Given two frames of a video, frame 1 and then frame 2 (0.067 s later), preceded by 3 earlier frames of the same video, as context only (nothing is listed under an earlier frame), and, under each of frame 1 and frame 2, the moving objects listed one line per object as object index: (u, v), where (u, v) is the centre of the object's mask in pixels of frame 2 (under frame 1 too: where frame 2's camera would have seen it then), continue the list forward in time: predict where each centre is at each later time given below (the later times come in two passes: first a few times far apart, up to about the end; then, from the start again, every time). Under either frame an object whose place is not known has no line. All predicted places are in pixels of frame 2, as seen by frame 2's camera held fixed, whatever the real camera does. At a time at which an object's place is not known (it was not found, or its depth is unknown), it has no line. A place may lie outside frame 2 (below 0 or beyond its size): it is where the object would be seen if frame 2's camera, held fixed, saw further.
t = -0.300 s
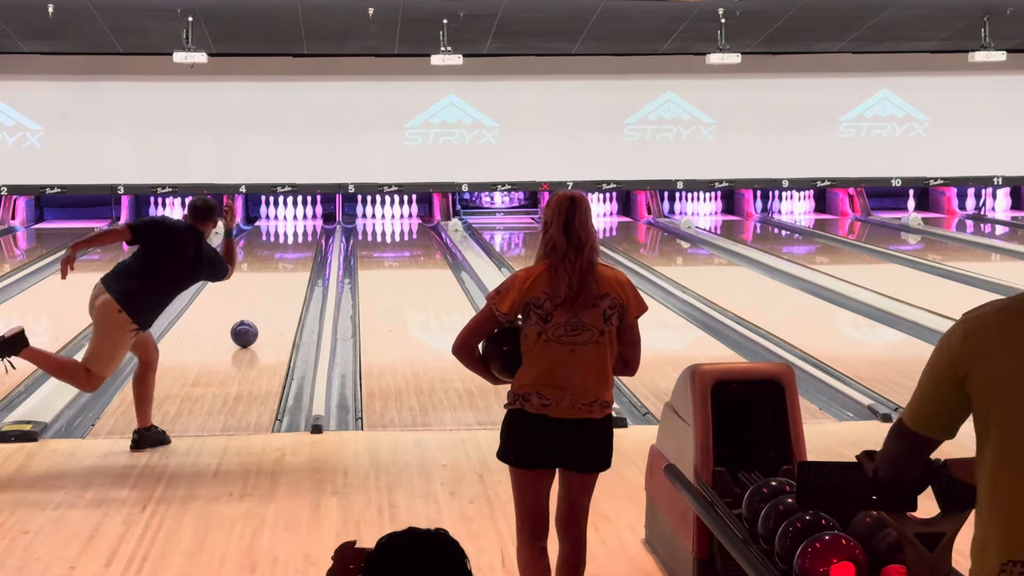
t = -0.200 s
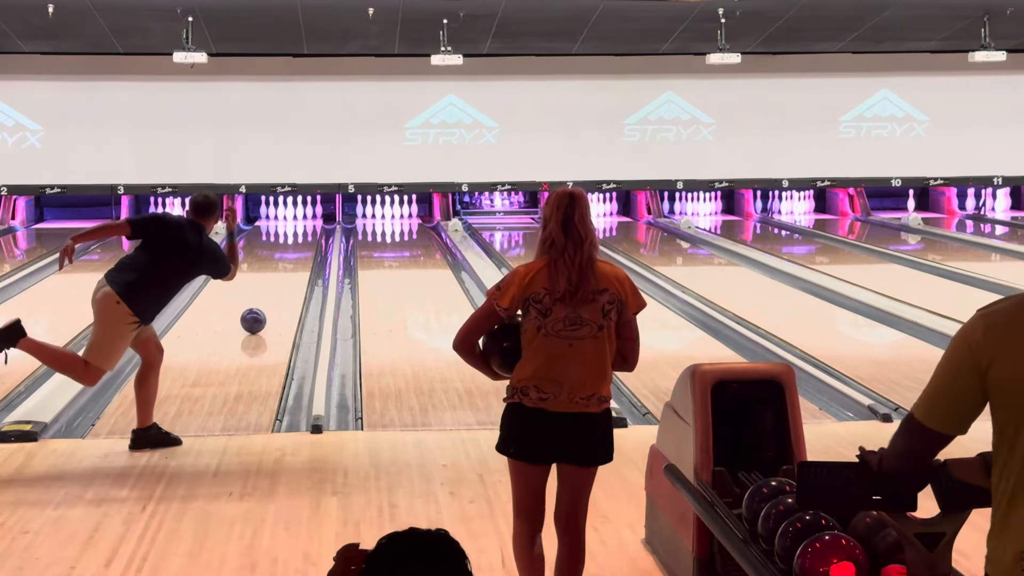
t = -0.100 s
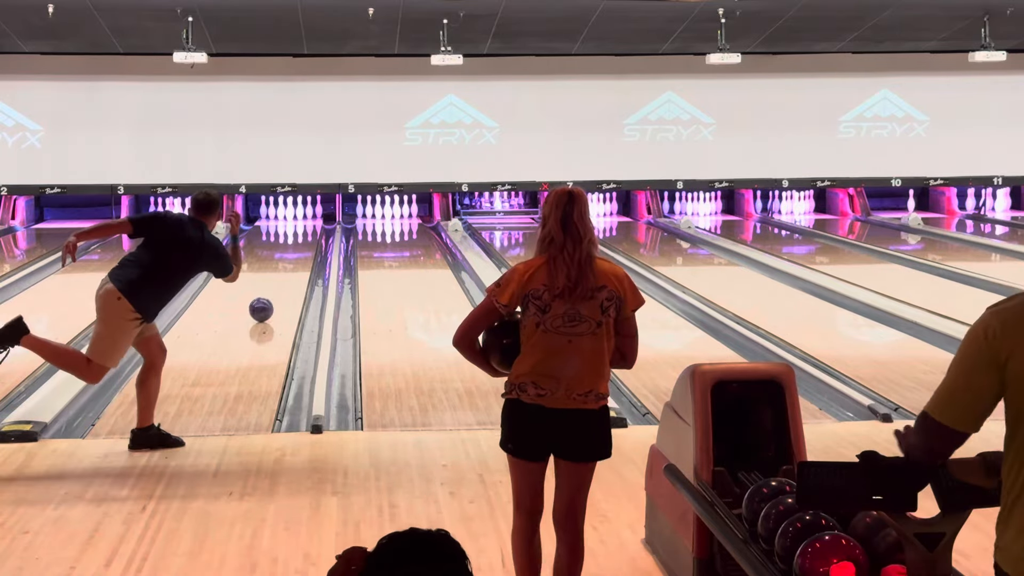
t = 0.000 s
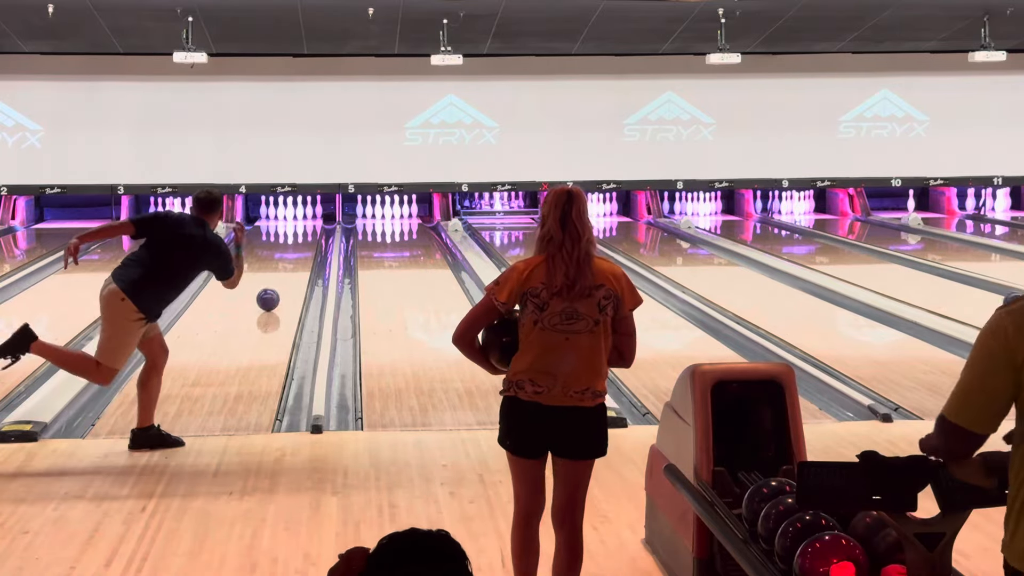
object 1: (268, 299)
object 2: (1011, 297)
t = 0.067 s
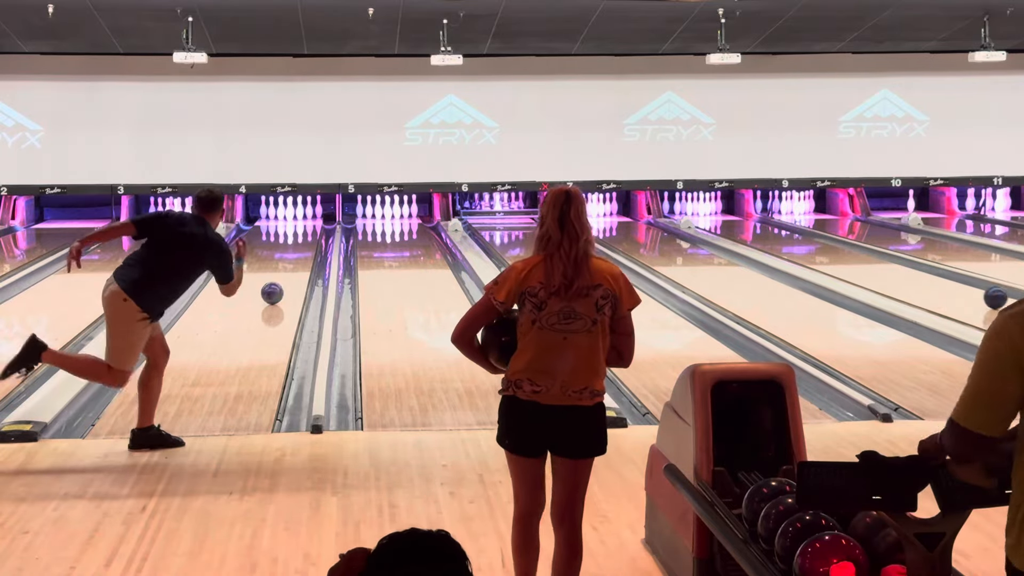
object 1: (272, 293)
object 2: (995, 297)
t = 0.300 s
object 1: (284, 273)
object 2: (936, 278)
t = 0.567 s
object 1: (294, 256)
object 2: (881, 259)
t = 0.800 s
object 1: (300, 243)
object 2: (842, 246)
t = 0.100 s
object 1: (274, 290)
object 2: (986, 294)
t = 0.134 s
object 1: (276, 287)
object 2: (977, 292)
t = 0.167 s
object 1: (278, 284)
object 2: (968, 289)
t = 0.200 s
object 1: (279, 281)
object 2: (960, 286)
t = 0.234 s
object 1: (281, 278)
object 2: (952, 283)
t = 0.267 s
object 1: (282, 276)
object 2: (944, 280)
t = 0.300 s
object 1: (284, 273)
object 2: (936, 278)
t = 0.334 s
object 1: (286, 271)
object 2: (929, 275)
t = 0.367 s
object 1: (287, 268)
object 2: (921, 273)
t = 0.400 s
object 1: (288, 266)
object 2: (914, 270)
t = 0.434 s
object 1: (289, 264)
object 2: (907, 268)
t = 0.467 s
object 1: (291, 262)
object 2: (900, 265)
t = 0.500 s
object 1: (292, 260)
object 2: (894, 263)
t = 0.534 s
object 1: (293, 258)
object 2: (887, 261)
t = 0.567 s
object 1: (294, 256)
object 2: (881, 259)
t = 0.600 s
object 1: (295, 253)
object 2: (875, 257)
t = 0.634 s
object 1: (296, 252)
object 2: (869, 255)
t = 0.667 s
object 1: (297, 250)
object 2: (864, 253)
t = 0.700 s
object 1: (298, 248)
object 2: (858, 251)
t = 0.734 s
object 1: (298, 246)
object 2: (852, 249)
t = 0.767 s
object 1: (299, 245)
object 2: (847, 248)
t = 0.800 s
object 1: (300, 243)
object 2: (842, 246)
